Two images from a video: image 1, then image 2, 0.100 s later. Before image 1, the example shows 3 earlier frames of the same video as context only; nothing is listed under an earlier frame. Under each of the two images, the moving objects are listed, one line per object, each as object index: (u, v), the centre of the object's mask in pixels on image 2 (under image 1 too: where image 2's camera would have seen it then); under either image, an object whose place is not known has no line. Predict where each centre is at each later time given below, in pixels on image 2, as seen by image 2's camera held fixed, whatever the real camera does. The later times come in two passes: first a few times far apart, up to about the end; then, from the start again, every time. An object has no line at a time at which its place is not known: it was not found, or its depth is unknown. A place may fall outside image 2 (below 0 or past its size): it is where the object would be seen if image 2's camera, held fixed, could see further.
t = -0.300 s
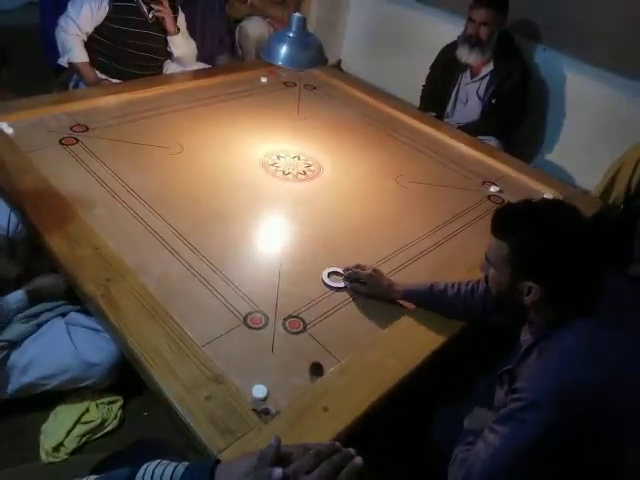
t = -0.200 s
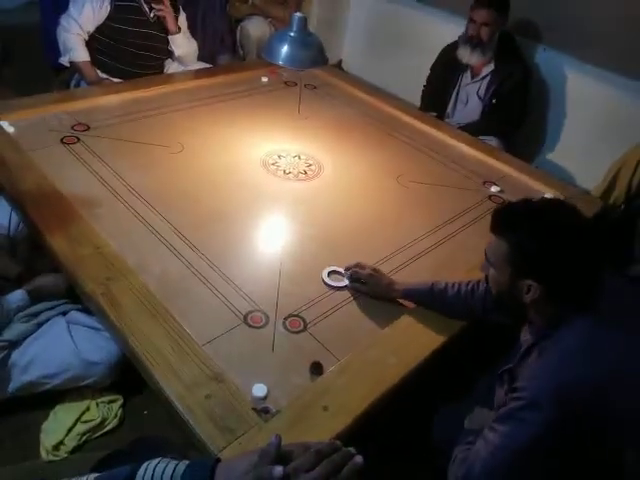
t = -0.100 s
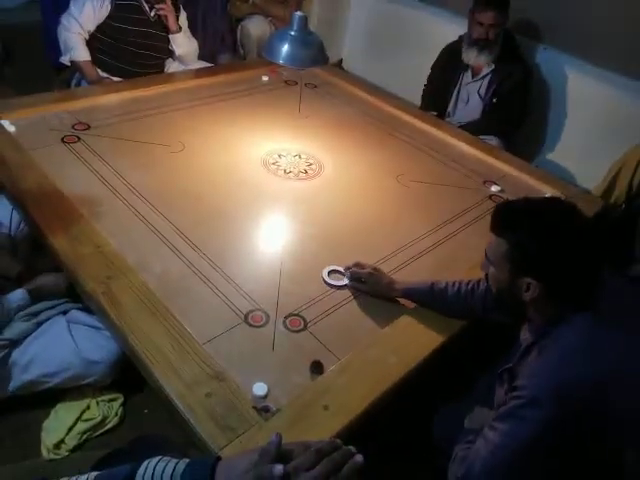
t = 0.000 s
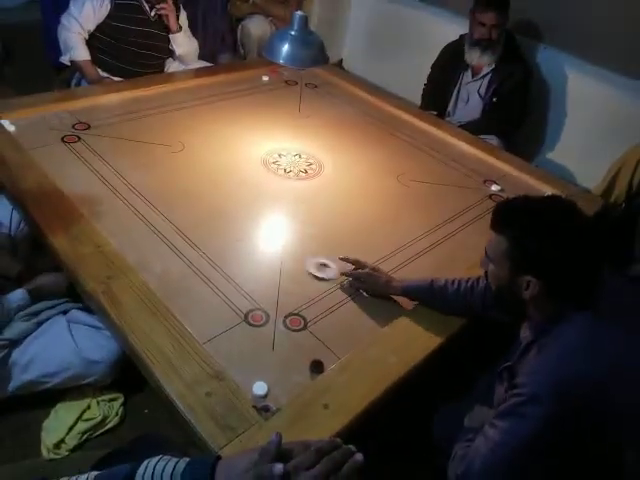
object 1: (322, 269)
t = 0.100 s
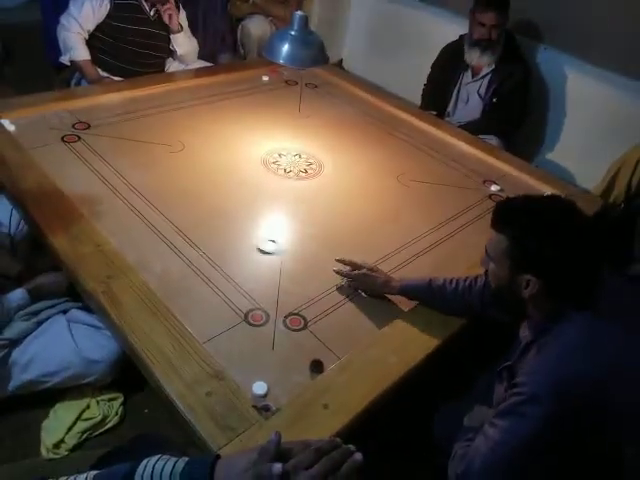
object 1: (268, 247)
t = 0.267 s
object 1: (195, 210)
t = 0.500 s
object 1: (114, 172)
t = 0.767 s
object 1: (50, 142)
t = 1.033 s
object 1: (24, 126)
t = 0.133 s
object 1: (252, 238)
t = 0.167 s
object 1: (236, 230)
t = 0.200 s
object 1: (223, 224)
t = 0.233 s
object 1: (209, 217)
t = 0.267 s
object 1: (195, 210)
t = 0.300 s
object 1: (182, 204)
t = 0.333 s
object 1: (169, 198)
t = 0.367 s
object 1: (158, 193)
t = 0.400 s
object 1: (146, 187)
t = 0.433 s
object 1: (135, 182)
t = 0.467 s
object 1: (125, 177)
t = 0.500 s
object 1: (114, 172)
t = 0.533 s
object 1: (105, 168)
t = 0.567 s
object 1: (96, 164)
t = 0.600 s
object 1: (87, 160)
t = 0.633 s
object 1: (79, 155)
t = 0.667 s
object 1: (71, 152)
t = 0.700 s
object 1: (64, 149)
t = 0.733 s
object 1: (58, 146)
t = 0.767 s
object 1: (50, 142)
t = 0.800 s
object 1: (45, 140)
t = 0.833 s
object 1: (40, 137)
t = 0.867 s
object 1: (34, 134)
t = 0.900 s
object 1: (29, 132)
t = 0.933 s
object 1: (25, 130)
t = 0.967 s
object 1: (24, 128)
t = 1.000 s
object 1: (24, 127)
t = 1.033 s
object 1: (24, 126)
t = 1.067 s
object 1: (24, 126)
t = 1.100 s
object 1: (25, 125)
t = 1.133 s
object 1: (25, 125)
